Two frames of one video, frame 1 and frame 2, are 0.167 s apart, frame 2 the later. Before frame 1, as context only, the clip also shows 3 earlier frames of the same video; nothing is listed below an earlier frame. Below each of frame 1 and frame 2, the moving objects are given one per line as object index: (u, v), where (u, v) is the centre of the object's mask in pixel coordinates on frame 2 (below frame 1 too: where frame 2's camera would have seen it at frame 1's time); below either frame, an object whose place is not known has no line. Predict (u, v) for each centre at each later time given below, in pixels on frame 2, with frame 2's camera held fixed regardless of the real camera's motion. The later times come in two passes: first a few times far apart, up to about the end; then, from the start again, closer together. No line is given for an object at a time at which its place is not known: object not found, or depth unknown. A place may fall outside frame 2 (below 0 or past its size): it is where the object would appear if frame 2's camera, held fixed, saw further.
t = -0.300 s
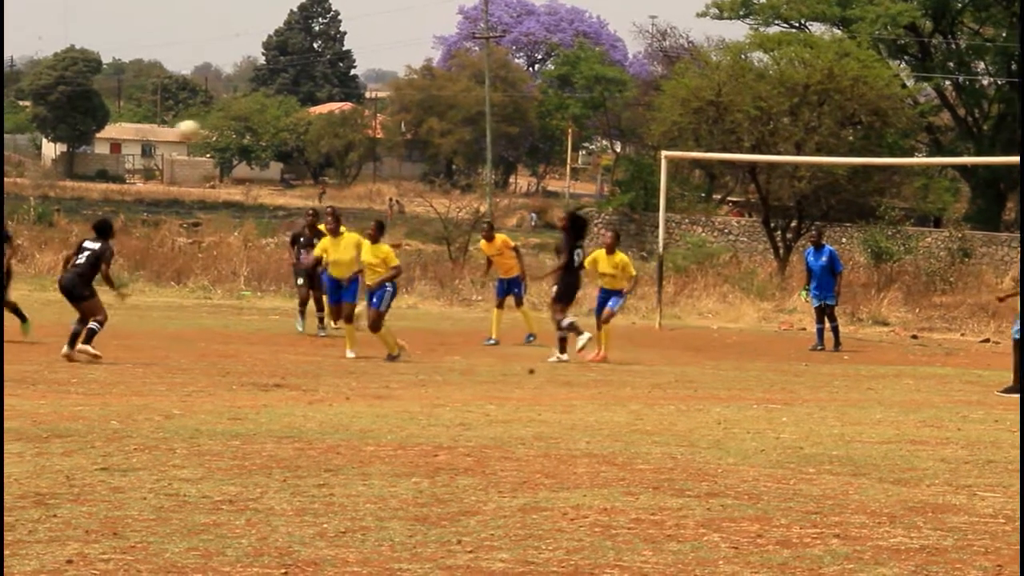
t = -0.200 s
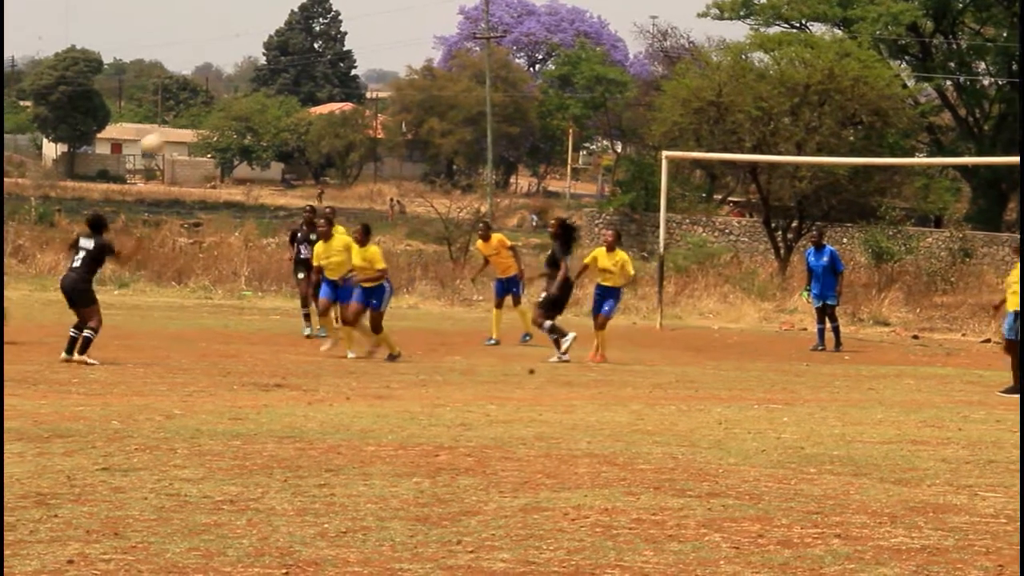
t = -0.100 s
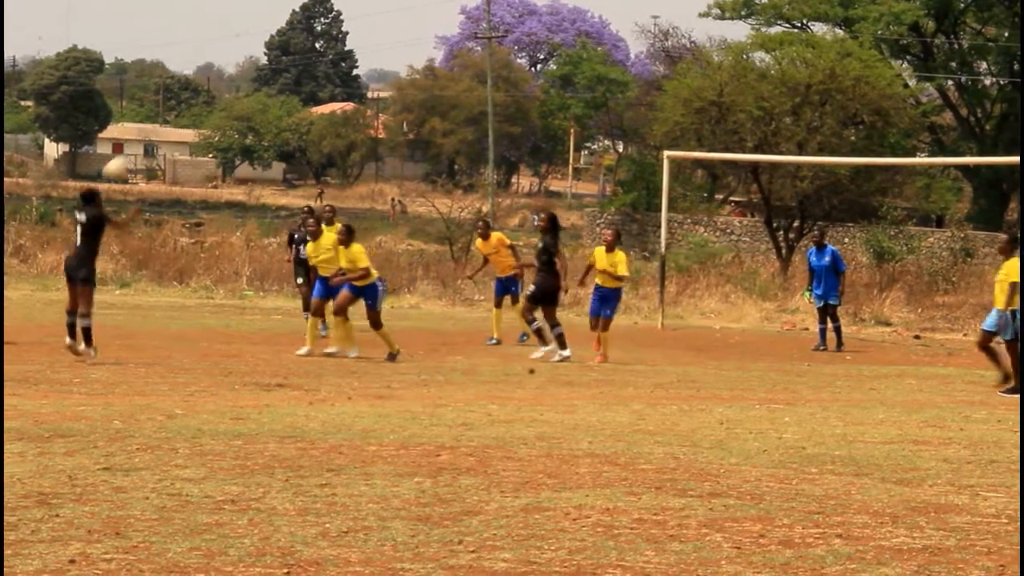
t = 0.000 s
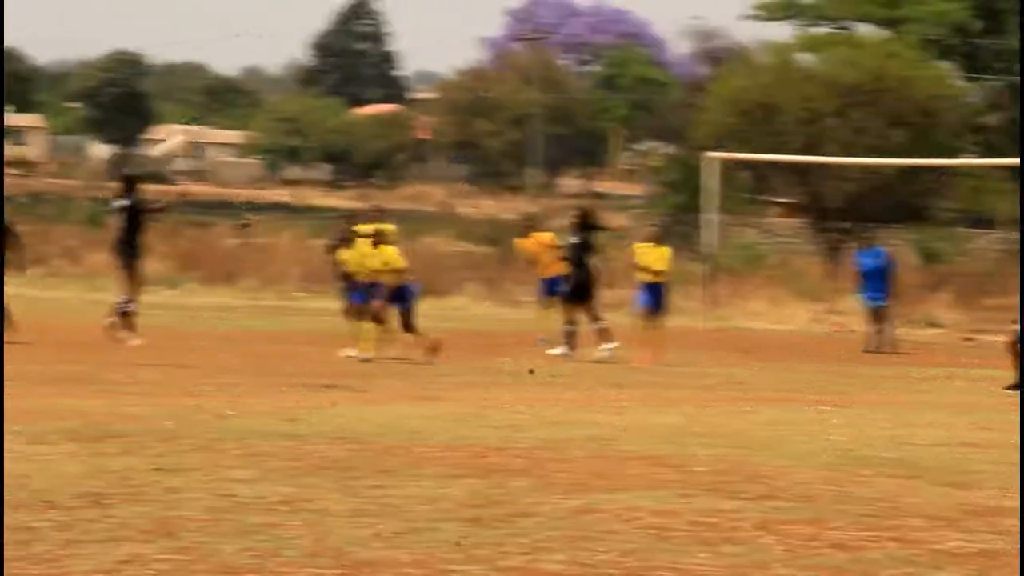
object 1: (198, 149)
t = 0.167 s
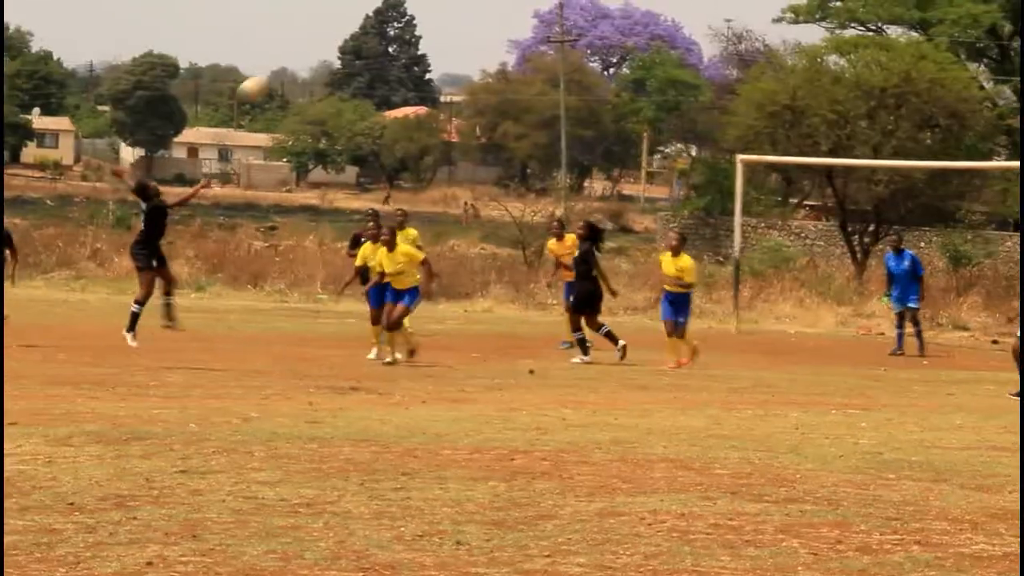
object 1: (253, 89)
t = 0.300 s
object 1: (296, 58)
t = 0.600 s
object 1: (391, 54)
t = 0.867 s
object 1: (474, 131)
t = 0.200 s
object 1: (263, 77)
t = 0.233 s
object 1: (274, 68)
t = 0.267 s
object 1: (285, 63)
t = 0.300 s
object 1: (296, 58)
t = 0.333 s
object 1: (307, 52)
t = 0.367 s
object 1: (317, 49)
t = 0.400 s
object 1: (327, 46)
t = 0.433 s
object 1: (339, 45)
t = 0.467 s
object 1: (349, 45)
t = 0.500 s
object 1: (360, 45)
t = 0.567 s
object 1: (379, 50)
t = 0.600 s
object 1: (391, 54)
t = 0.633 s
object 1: (400, 59)
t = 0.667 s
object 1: (411, 68)
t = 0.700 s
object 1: (421, 74)
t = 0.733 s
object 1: (432, 83)
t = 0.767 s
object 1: (441, 92)
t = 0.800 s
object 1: (452, 104)
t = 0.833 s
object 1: (463, 117)
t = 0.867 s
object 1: (474, 131)
